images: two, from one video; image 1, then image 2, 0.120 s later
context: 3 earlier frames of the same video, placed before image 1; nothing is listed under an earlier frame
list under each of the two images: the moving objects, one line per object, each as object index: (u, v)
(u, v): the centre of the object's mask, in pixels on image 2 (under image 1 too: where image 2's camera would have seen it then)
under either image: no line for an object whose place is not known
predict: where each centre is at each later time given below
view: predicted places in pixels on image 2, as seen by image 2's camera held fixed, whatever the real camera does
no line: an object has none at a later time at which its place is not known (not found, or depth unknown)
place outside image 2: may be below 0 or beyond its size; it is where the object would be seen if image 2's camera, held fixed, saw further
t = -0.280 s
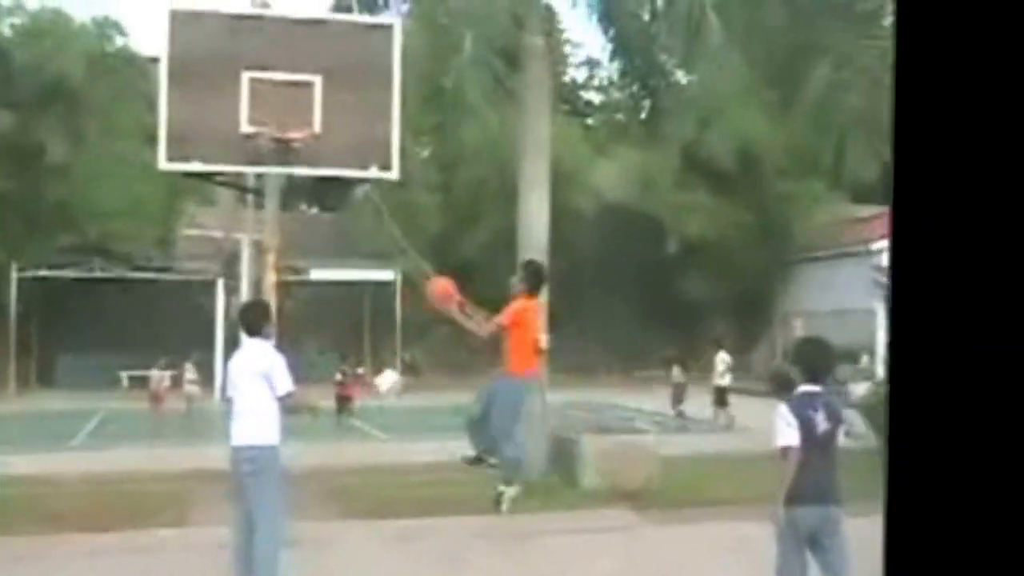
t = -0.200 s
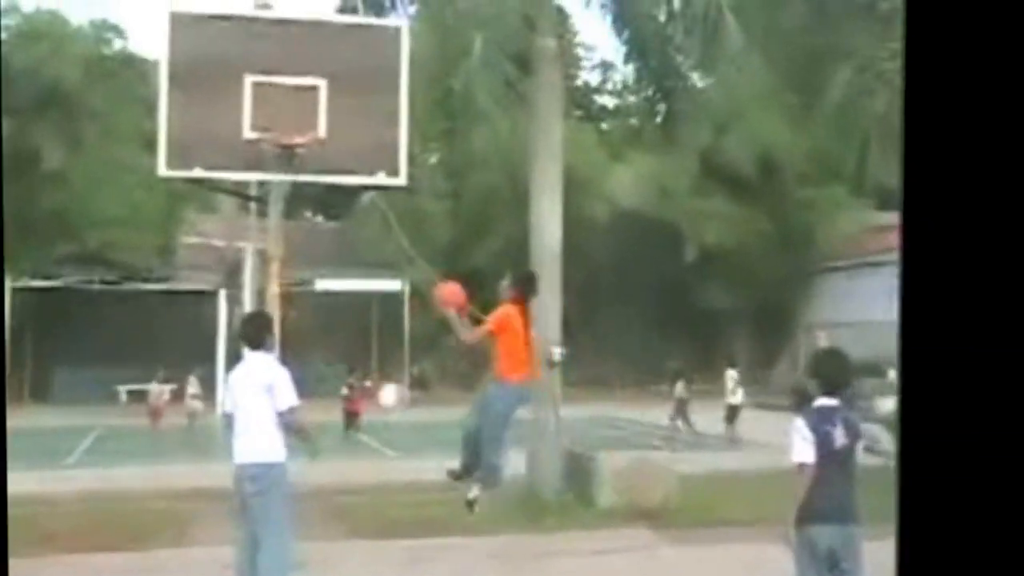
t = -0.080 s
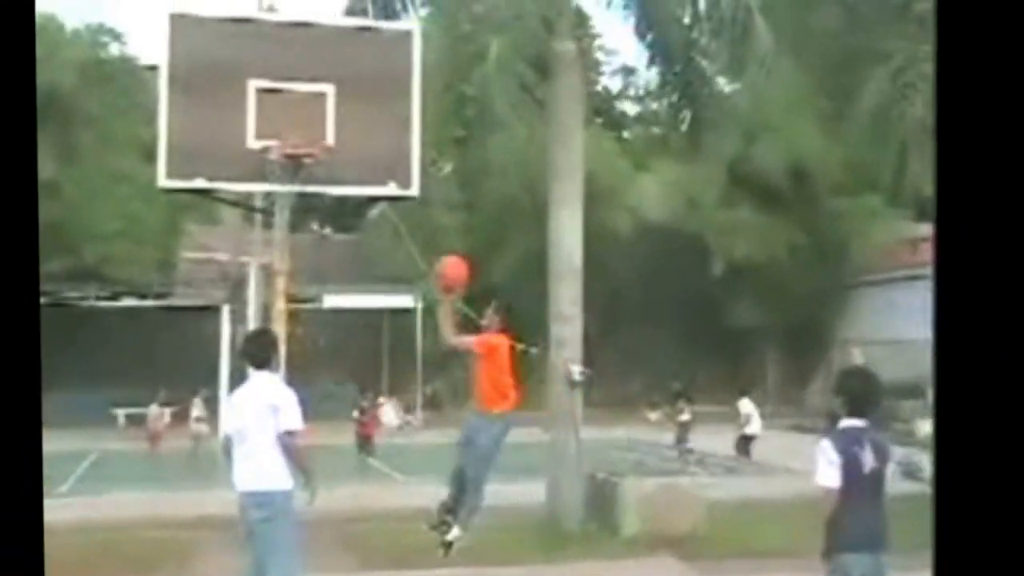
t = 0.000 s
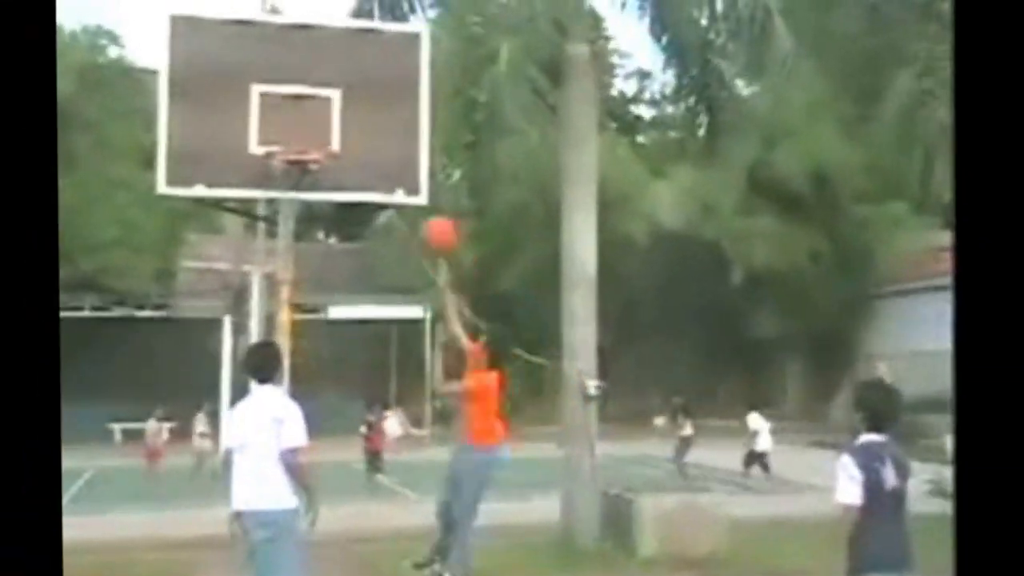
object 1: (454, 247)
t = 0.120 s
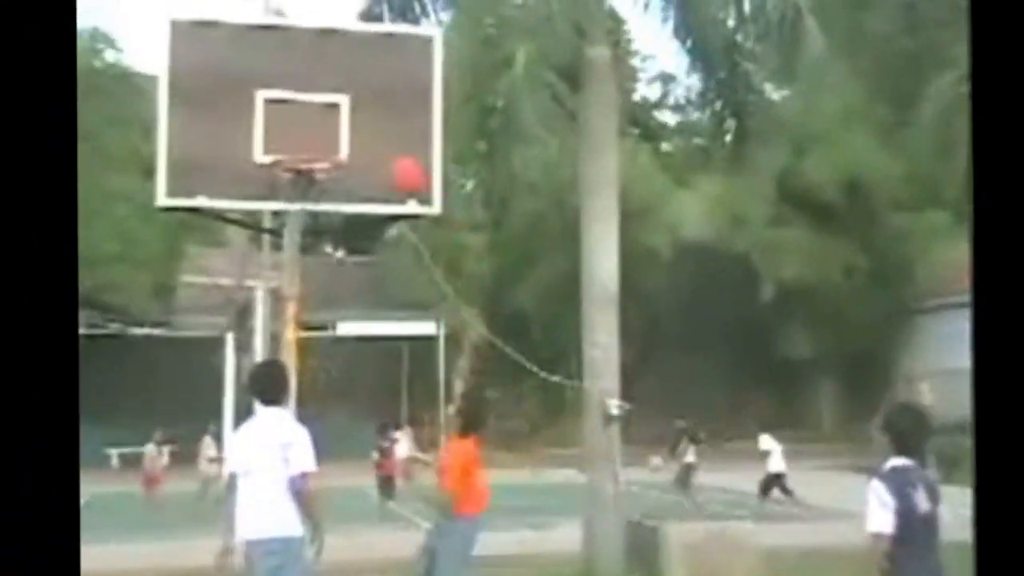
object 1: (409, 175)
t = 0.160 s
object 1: (392, 160)
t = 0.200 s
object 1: (376, 142)
